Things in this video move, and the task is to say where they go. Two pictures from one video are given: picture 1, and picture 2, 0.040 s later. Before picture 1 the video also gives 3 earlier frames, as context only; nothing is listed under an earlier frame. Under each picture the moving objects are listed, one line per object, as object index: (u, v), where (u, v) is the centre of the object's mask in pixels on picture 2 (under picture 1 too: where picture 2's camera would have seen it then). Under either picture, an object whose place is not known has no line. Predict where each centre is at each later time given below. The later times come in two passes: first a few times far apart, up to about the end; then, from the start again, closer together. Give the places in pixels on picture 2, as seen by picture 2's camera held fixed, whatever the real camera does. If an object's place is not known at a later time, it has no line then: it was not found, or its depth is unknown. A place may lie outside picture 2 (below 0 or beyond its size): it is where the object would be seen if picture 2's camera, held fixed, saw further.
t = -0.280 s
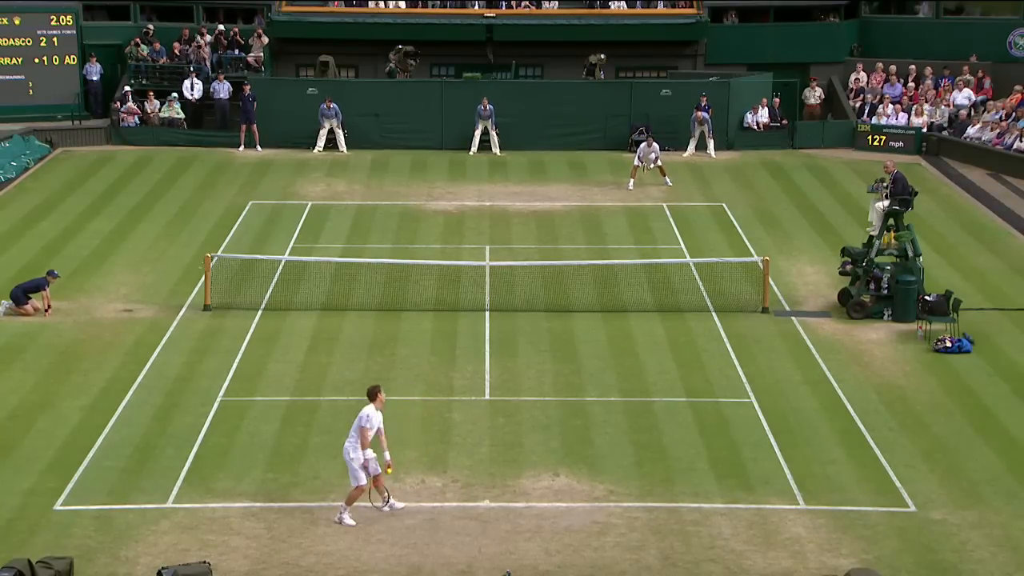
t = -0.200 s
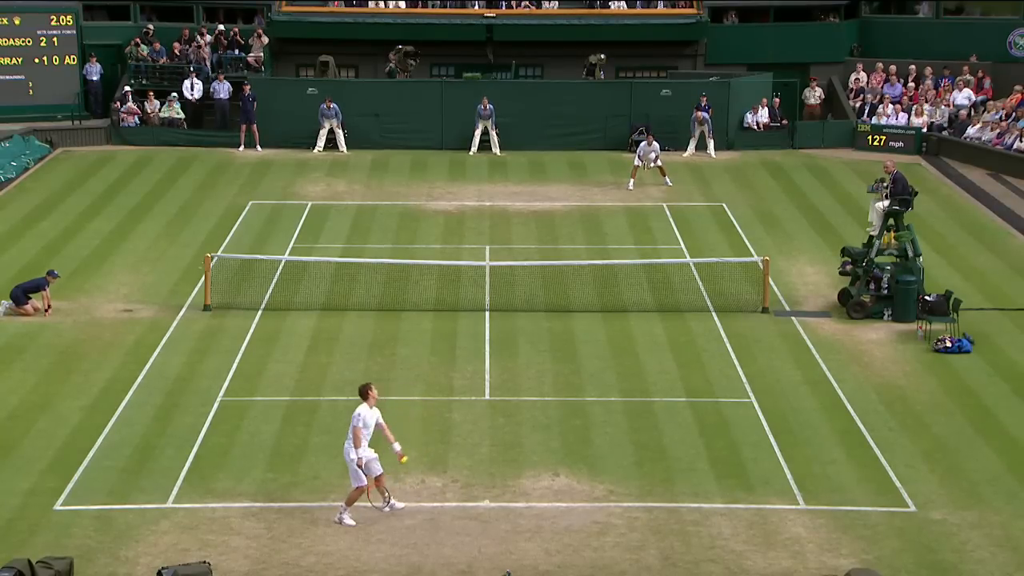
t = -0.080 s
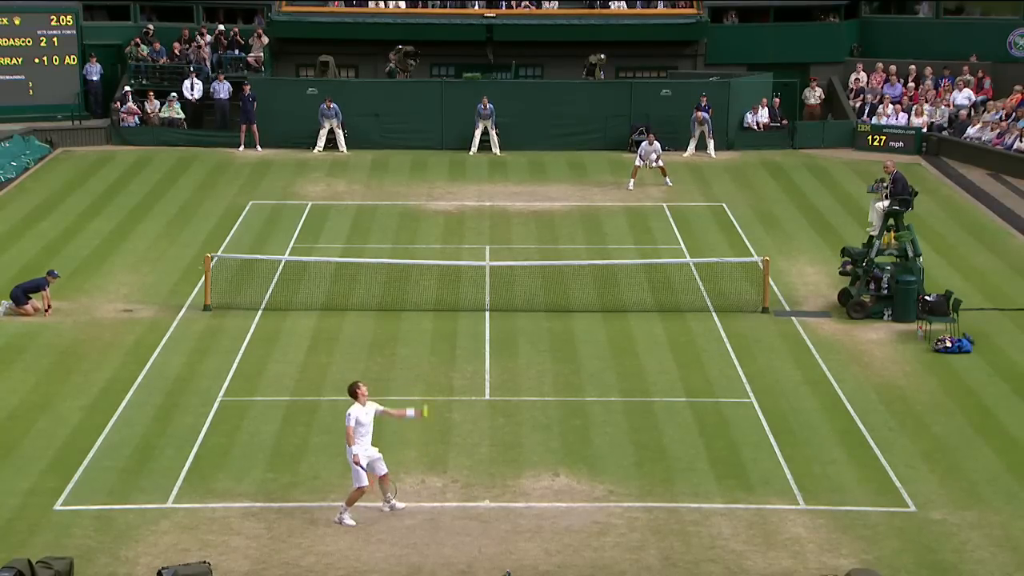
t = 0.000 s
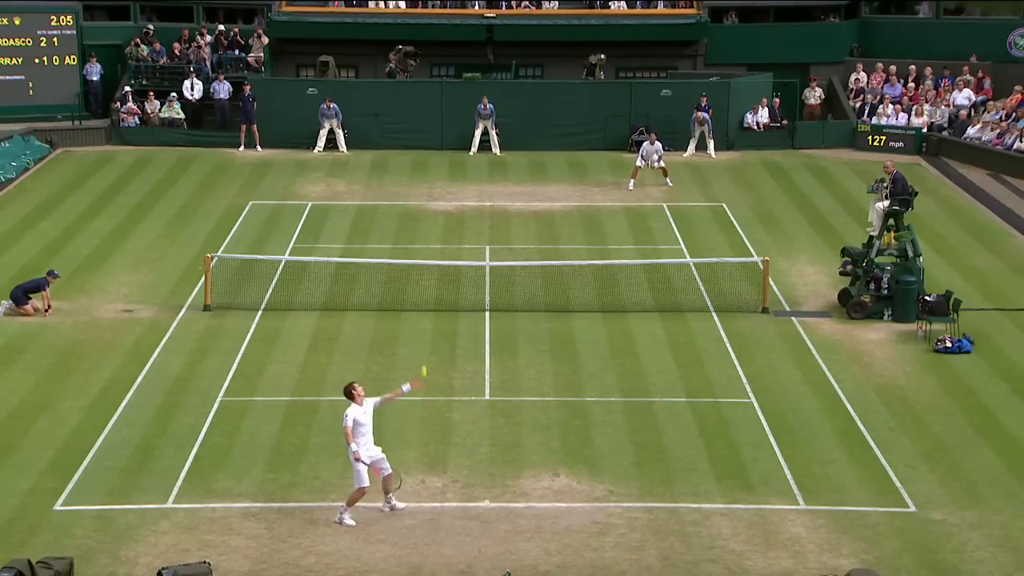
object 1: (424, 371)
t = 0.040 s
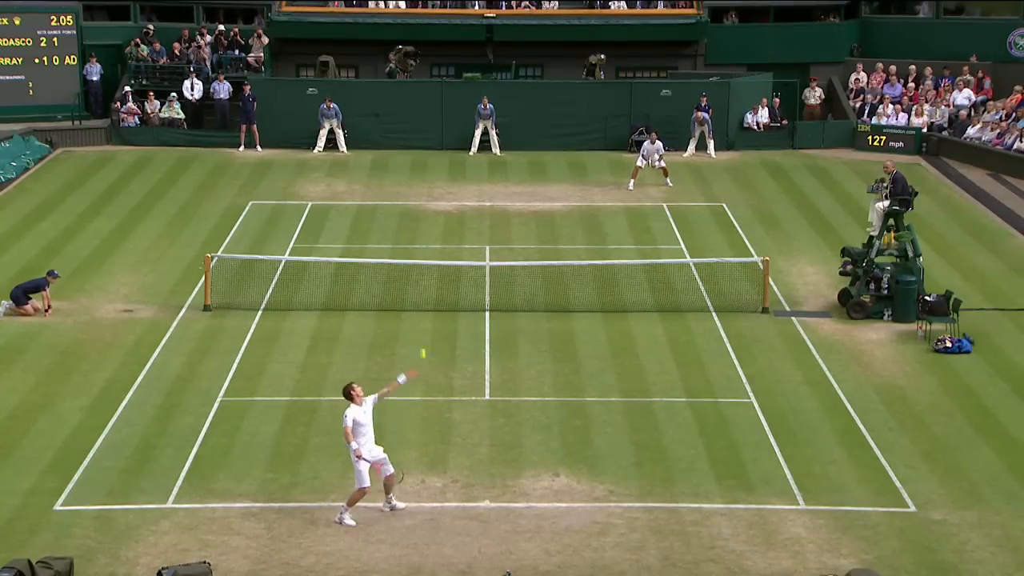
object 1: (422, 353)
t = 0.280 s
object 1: (417, 273)
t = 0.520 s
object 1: (411, 237)
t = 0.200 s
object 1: (419, 294)
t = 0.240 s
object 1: (418, 283)
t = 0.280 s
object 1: (417, 273)
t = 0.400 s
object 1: (413, 249)
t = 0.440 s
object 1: (413, 244)
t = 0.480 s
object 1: (412, 240)
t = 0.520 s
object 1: (411, 237)
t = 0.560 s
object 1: (410, 236)
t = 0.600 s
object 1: (409, 235)
